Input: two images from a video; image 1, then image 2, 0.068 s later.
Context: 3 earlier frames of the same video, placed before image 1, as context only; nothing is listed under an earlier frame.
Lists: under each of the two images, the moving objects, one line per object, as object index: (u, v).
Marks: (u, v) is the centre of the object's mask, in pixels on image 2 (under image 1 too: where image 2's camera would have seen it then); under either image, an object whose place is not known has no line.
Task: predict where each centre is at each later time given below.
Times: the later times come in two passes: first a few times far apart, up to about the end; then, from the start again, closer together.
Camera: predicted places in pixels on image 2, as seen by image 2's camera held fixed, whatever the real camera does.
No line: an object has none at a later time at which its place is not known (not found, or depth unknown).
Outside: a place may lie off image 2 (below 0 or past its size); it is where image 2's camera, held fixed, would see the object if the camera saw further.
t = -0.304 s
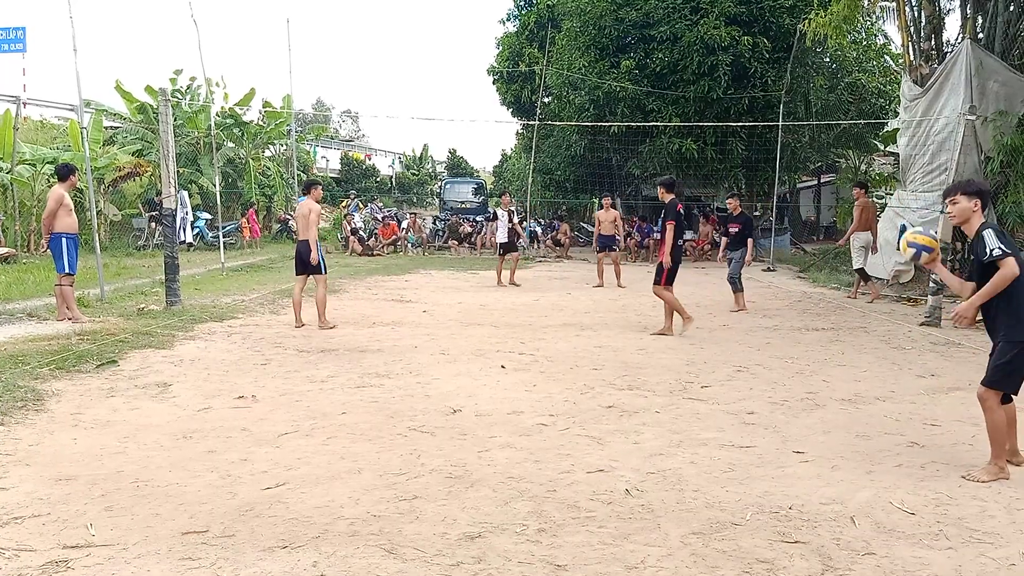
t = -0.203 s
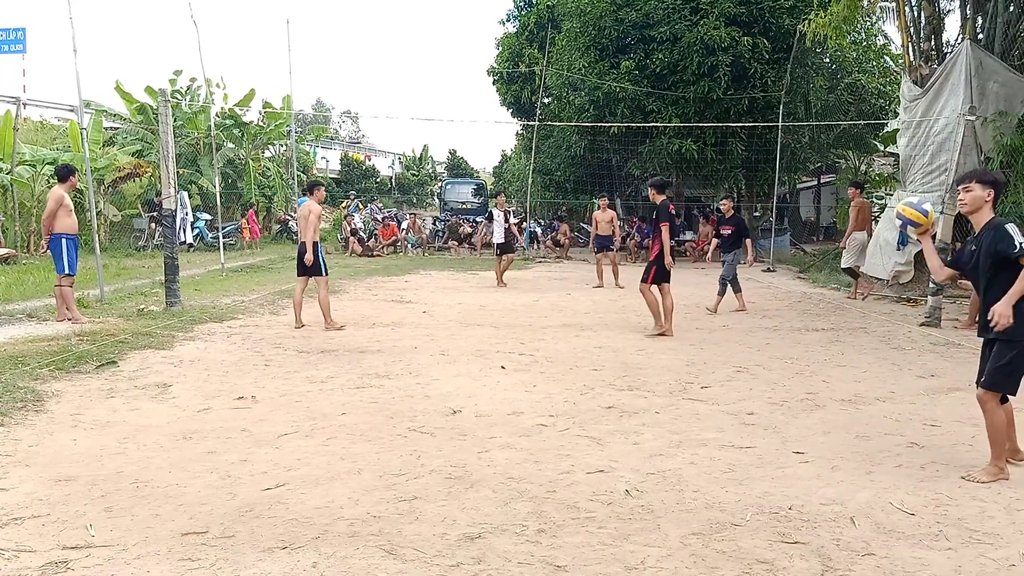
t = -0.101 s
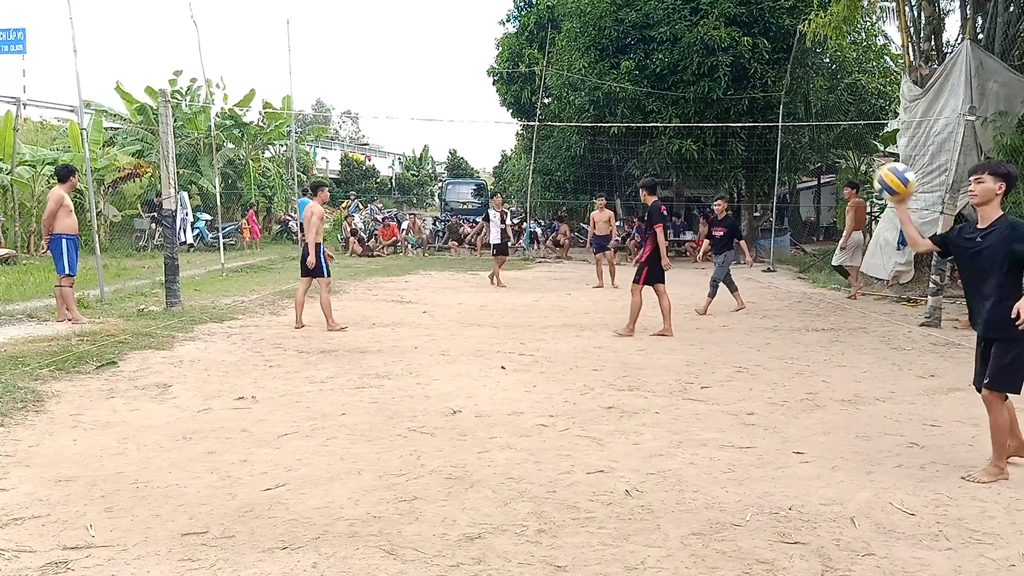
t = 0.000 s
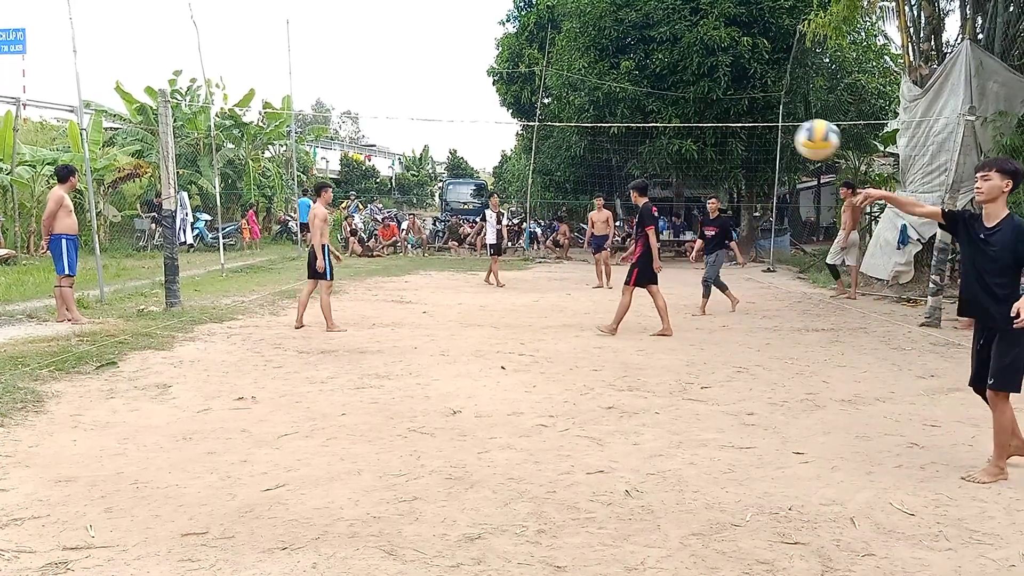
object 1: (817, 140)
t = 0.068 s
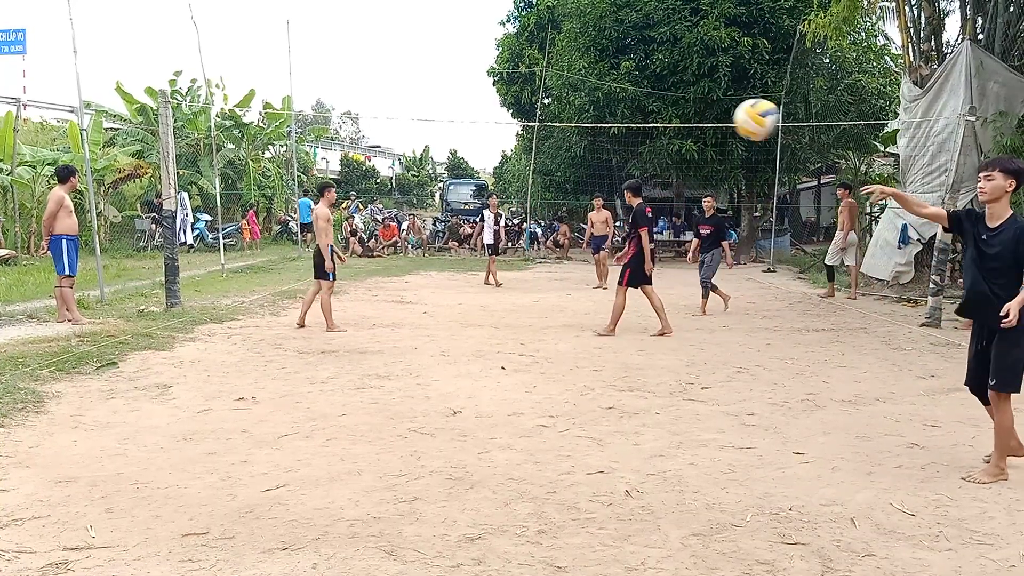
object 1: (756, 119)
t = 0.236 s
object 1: (586, 100)
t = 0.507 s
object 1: (234, 204)
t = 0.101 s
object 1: (724, 111)
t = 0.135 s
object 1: (692, 105)
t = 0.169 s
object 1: (657, 101)
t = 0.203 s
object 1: (622, 100)
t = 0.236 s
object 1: (586, 100)
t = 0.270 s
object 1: (548, 102)
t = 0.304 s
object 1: (512, 106)
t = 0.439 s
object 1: (335, 159)
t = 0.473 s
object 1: (286, 179)
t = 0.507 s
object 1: (234, 204)
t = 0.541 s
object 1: (180, 234)
